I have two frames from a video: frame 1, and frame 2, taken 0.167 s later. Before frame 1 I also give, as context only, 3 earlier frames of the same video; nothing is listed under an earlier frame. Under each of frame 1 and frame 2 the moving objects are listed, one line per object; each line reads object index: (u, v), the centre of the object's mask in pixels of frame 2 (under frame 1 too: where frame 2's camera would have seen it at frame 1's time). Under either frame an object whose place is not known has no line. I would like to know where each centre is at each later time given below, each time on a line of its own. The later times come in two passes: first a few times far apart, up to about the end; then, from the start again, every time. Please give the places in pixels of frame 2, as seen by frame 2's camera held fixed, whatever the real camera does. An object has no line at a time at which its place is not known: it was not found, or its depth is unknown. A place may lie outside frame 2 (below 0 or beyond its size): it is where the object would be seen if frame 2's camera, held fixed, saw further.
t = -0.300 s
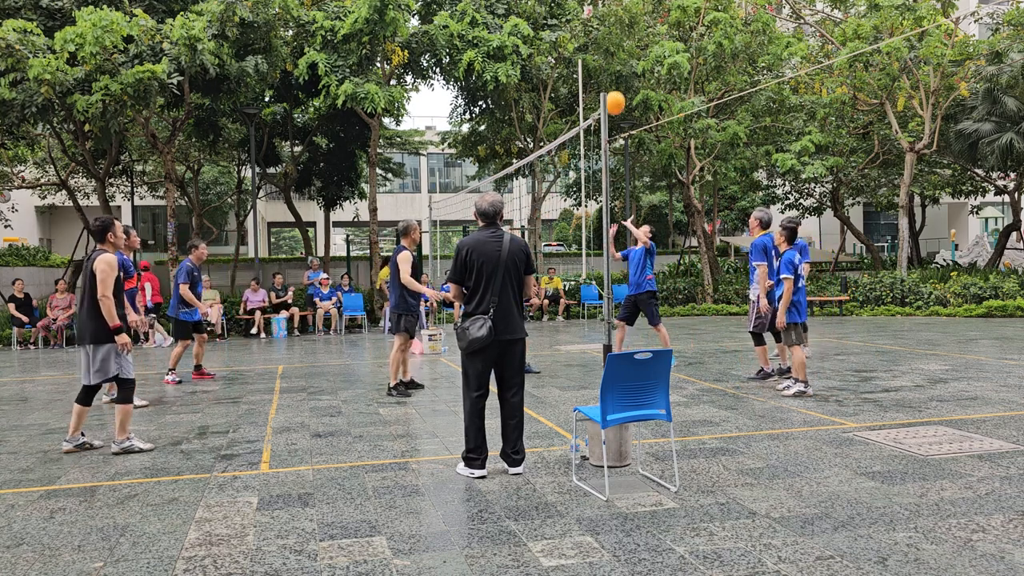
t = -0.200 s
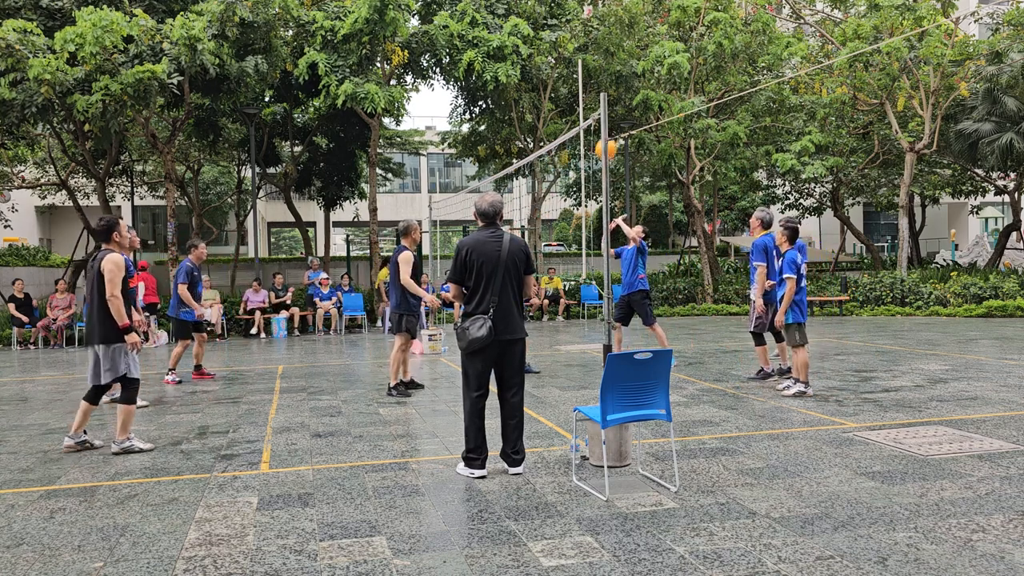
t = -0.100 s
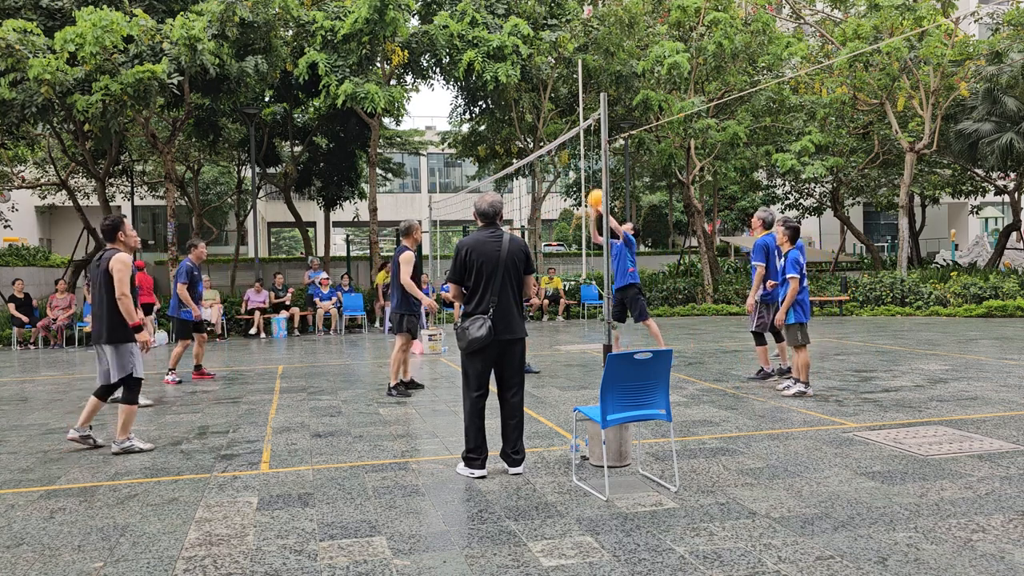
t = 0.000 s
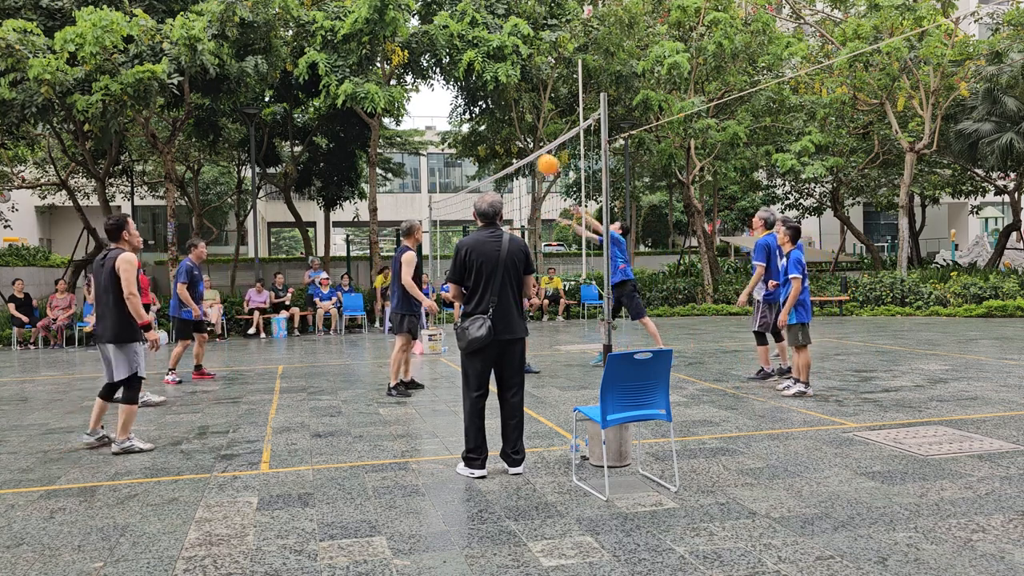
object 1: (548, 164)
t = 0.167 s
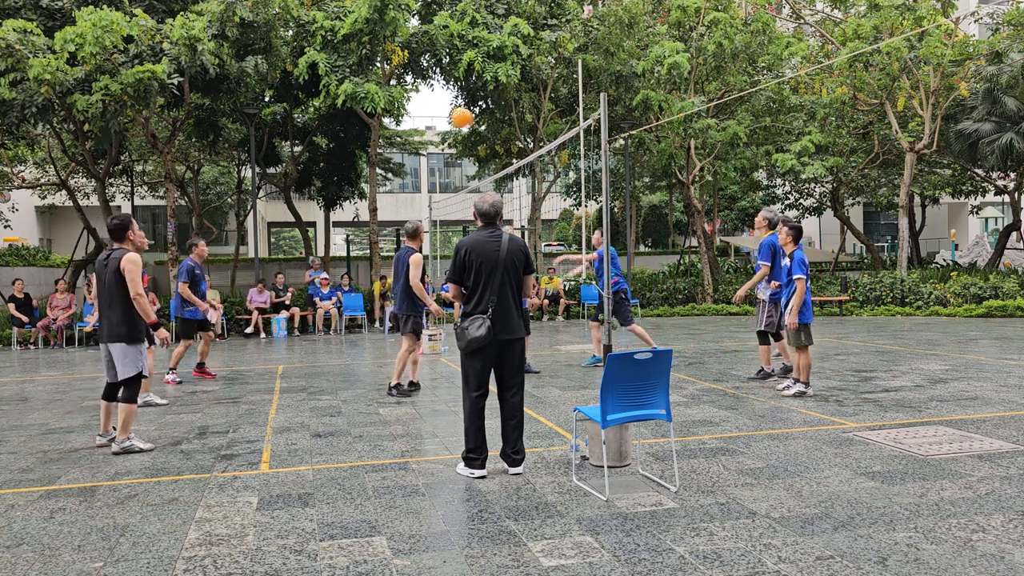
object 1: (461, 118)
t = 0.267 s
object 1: (410, 100)
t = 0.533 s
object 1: (286, 93)
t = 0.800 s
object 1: (173, 139)
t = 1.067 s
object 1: (73, 233)
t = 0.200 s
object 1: (444, 111)
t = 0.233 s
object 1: (428, 105)
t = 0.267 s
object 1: (410, 100)
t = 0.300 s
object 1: (395, 97)
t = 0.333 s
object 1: (379, 93)
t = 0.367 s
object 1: (363, 91)
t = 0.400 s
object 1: (348, 90)
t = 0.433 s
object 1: (332, 89)
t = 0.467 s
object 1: (317, 90)
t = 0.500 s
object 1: (302, 91)
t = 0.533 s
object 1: (286, 93)
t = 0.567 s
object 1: (272, 95)
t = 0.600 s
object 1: (257, 99)
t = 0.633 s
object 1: (242, 104)
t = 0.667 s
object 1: (228, 109)
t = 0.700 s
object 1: (214, 115)
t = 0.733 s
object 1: (201, 122)
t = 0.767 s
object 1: (187, 130)
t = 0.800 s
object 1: (173, 139)
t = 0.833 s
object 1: (160, 148)
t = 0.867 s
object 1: (147, 158)
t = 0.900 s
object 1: (134, 169)
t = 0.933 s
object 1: (121, 180)
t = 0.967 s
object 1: (109, 192)
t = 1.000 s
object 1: (97, 205)
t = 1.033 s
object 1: (85, 219)
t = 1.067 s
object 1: (73, 233)
